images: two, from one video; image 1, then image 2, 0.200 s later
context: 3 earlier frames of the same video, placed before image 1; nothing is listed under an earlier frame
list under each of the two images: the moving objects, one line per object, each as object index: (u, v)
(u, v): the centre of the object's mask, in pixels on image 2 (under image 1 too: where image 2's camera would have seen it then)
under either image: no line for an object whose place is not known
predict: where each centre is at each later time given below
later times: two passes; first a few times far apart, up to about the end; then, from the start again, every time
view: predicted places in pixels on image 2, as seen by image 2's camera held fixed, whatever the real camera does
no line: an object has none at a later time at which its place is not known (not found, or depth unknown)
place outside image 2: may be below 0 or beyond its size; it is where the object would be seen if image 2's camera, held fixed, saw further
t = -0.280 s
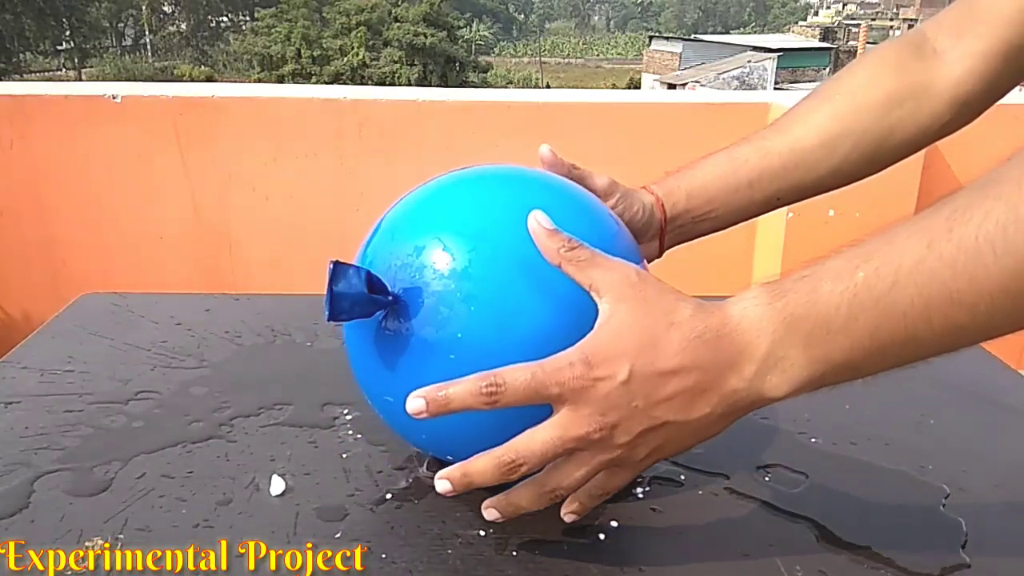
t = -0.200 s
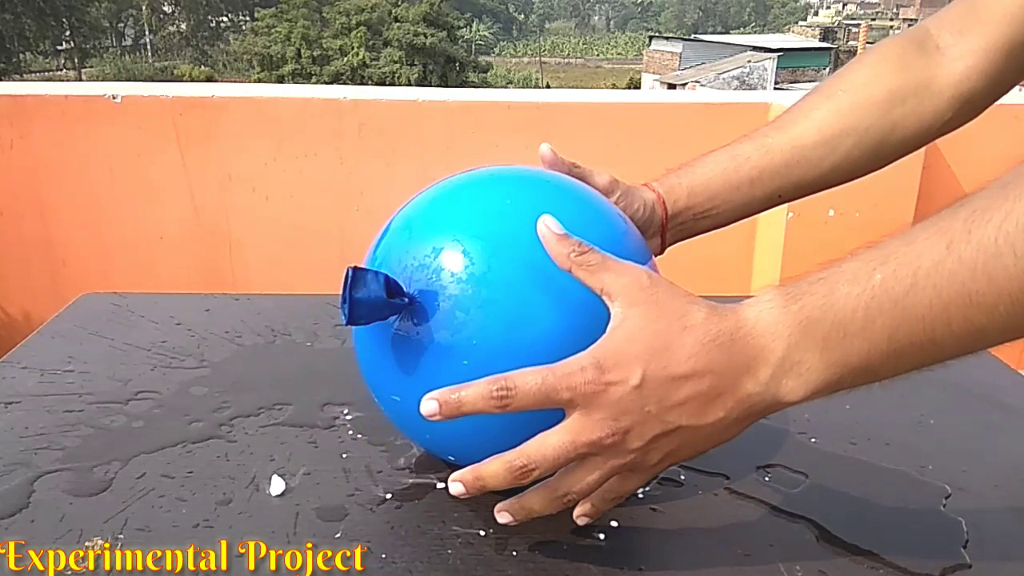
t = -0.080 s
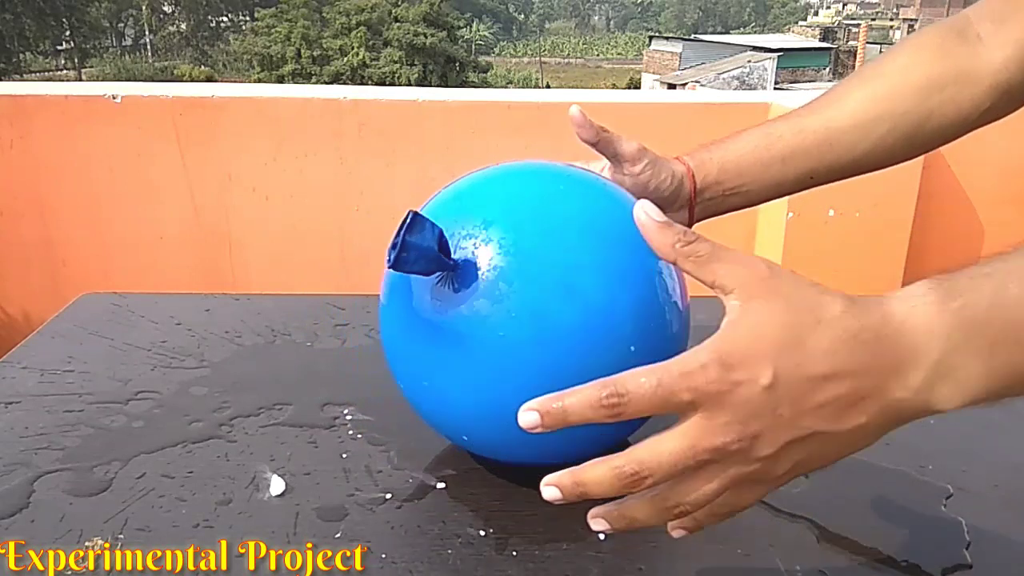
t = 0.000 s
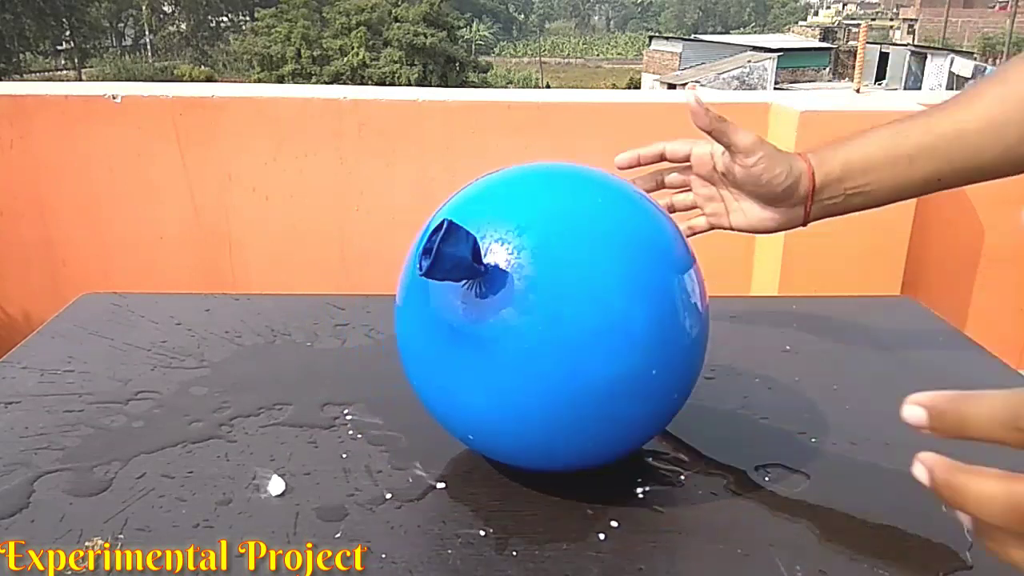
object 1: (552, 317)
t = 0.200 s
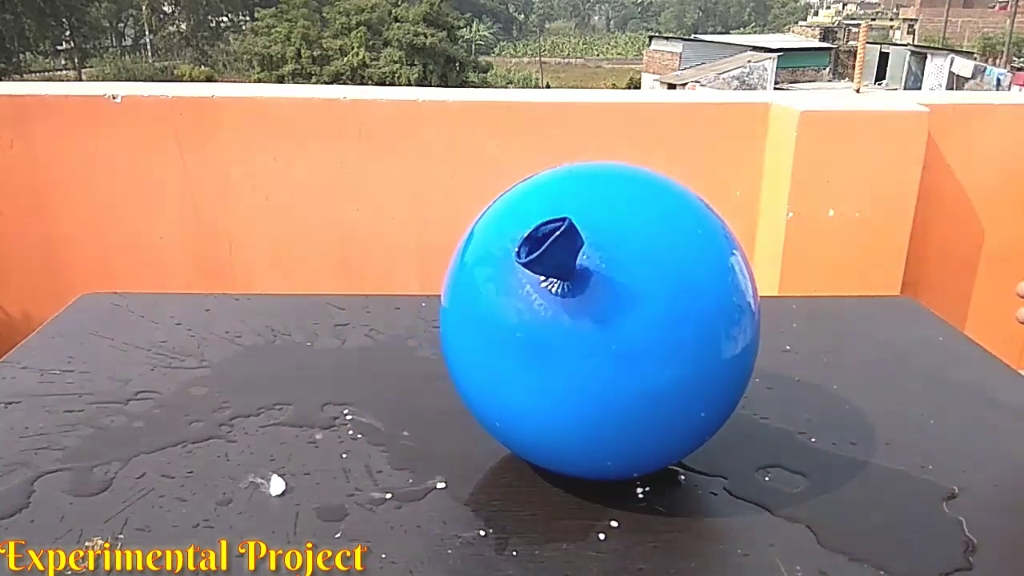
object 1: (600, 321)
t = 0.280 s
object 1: (618, 324)
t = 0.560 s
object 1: (664, 338)
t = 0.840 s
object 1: (689, 340)
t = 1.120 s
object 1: (696, 333)
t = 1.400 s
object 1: (687, 328)
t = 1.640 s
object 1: (678, 328)
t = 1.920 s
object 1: (672, 331)
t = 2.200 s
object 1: (670, 330)
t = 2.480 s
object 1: (670, 325)
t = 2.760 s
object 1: (675, 321)
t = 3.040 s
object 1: (684, 321)
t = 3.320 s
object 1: (689, 323)
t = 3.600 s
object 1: (687, 322)
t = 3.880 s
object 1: (683, 320)
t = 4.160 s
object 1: (685, 319)
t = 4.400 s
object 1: (690, 320)
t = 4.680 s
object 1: (695, 320)
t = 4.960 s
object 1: (699, 317)
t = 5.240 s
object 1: (699, 314)
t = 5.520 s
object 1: (698, 312)
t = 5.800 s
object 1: (699, 312)
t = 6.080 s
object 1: (704, 311)
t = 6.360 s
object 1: (712, 310)
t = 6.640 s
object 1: (713, 309)
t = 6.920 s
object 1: (709, 308)
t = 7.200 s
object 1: (709, 308)
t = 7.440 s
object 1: (708, 308)
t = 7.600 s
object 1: (707, 307)
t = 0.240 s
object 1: (612, 323)
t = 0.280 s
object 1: (618, 324)
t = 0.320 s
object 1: (628, 325)
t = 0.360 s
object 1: (635, 328)
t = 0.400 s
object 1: (641, 331)
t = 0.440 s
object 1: (647, 334)
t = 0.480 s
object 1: (651, 335)
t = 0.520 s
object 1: (658, 337)
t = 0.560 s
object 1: (664, 338)
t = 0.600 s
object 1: (668, 340)
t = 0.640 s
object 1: (672, 341)
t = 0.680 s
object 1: (674, 341)
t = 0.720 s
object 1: (680, 341)
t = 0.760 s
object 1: (685, 341)
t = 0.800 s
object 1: (688, 340)
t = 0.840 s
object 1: (689, 340)
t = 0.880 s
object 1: (691, 339)
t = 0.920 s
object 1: (693, 338)
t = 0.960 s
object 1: (697, 337)
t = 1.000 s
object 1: (698, 335)
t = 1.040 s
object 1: (698, 335)
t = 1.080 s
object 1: (697, 334)
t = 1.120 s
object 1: (696, 333)
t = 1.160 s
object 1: (696, 332)
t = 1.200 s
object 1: (696, 330)
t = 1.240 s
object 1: (695, 330)
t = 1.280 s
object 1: (693, 329)
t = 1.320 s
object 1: (690, 329)
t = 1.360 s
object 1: (688, 328)
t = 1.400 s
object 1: (687, 328)
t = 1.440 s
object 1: (686, 328)
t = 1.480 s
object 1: (684, 327)
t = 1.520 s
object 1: (682, 328)
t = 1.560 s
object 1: (680, 328)
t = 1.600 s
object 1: (679, 328)
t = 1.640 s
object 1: (678, 328)
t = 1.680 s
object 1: (677, 328)
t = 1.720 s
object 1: (676, 329)
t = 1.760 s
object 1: (674, 330)
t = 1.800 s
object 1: (674, 330)
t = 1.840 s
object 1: (673, 330)
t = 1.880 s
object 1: (673, 330)
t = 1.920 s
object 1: (672, 331)
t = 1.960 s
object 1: (672, 331)
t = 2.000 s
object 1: (671, 331)
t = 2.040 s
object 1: (670, 331)
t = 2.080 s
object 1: (670, 331)
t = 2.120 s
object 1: (670, 331)
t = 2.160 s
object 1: (670, 330)
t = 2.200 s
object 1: (670, 330)
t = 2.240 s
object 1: (669, 330)
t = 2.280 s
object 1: (669, 329)
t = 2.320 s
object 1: (669, 328)
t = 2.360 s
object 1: (669, 327)
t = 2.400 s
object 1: (669, 327)
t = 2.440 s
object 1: (670, 326)
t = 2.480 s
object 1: (670, 325)
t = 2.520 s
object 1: (670, 324)
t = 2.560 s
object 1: (671, 324)
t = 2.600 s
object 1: (672, 323)
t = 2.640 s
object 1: (673, 322)
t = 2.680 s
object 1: (673, 322)
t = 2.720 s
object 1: (675, 321)
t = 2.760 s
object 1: (675, 321)
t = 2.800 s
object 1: (677, 321)
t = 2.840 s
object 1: (678, 321)
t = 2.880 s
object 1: (680, 321)
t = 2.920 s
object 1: (681, 321)
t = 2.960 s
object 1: (682, 321)
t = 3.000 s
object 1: (683, 321)
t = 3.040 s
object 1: (684, 321)
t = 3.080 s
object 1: (686, 322)
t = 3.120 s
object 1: (686, 322)
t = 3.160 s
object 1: (687, 322)
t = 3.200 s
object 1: (687, 322)
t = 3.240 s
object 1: (688, 323)
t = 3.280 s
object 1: (689, 323)
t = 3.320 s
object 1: (689, 323)
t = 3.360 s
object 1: (689, 323)
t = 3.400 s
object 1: (688, 323)
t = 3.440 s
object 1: (688, 323)
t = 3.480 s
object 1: (688, 323)
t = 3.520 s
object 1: (688, 323)
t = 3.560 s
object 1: (687, 323)
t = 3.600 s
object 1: (687, 322)
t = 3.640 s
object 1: (686, 322)
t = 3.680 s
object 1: (685, 322)
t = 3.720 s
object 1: (685, 322)
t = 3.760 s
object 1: (685, 321)
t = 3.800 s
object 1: (684, 321)
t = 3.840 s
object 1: (683, 321)
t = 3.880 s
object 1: (683, 320)
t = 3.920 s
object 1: (683, 320)
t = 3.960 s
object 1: (684, 320)
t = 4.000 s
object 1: (684, 320)
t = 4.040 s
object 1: (684, 319)
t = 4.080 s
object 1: (684, 319)
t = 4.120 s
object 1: (685, 319)
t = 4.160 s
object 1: (685, 319)
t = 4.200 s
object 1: (686, 319)
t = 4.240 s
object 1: (687, 319)
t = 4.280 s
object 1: (687, 319)
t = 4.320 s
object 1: (688, 319)
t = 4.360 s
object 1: (689, 319)
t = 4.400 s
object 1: (690, 320)
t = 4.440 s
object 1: (691, 320)
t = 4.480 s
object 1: (691, 320)
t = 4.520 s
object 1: (692, 320)
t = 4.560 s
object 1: (693, 320)
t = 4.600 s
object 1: (694, 320)
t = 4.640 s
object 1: (695, 320)
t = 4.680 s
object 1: (695, 320)
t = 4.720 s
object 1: (696, 319)
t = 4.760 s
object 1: (697, 319)
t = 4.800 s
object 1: (698, 319)
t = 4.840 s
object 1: (698, 318)
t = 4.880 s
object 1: (698, 318)
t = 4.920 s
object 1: (699, 318)
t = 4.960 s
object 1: (699, 317)
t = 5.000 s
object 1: (699, 317)
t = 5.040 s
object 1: (699, 317)
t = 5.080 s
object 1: (700, 316)
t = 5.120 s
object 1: (700, 315)
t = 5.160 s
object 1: (699, 315)
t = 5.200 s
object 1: (699, 315)
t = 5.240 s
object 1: (699, 314)
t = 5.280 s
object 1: (699, 314)
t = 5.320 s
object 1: (699, 313)
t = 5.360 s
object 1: (699, 313)
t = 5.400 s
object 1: (699, 313)
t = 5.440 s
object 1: (699, 313)
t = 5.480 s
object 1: (698, 313)
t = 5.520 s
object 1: (698, 312)
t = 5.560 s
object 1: (698, 312)
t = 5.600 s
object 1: (699, 312)
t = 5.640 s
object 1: (699, 312)
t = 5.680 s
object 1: (699, 312)
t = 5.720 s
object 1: (699, 312)
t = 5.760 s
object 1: (699, 312)
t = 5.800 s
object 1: (699, 312)
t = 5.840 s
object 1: (699, 312)
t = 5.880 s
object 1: (700, 312)
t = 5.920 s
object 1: (700, 312)
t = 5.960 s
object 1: (701, 312)
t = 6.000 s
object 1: (702, 312)
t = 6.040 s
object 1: (702, 311)
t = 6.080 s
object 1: (704, 311)
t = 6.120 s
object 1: (705, 311)
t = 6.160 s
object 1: (706, 311)
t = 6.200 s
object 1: (707, 311)
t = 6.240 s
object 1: (708, 311)
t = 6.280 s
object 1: (710, 310)
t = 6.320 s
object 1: (711, 310)
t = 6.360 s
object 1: (712, 310)
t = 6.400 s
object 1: (712, 310)
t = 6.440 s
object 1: (713, 310)
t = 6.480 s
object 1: (713, 309)
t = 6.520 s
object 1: (713, 309)
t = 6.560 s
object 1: (713, 309)
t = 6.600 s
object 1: (713, 309)
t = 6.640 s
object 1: (713, 309)
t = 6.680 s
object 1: (712, 308)
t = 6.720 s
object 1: (711, 308)
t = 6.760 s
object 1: (711, 308)
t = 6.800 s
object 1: (710, 308)
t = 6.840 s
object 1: (710, 308)
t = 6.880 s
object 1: (710, 308)
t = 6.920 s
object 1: (709, 308)
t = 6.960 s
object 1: (709, 308)
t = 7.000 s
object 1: (709, 308)
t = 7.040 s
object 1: (709, 308)
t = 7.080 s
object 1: (709, 308)
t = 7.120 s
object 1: (709, 308)
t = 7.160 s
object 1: (709, 308)
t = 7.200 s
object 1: (709, 308)
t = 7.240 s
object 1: (709, 308)
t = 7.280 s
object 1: (708, 308)
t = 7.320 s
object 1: (708, 308)
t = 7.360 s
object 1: (708, 308)
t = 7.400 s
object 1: (708, 308)
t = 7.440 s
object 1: (708, 308)
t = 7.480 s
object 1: (707, 307)
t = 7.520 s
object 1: (707, 307)
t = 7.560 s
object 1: (707, 307)
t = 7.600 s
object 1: (707, 307)
